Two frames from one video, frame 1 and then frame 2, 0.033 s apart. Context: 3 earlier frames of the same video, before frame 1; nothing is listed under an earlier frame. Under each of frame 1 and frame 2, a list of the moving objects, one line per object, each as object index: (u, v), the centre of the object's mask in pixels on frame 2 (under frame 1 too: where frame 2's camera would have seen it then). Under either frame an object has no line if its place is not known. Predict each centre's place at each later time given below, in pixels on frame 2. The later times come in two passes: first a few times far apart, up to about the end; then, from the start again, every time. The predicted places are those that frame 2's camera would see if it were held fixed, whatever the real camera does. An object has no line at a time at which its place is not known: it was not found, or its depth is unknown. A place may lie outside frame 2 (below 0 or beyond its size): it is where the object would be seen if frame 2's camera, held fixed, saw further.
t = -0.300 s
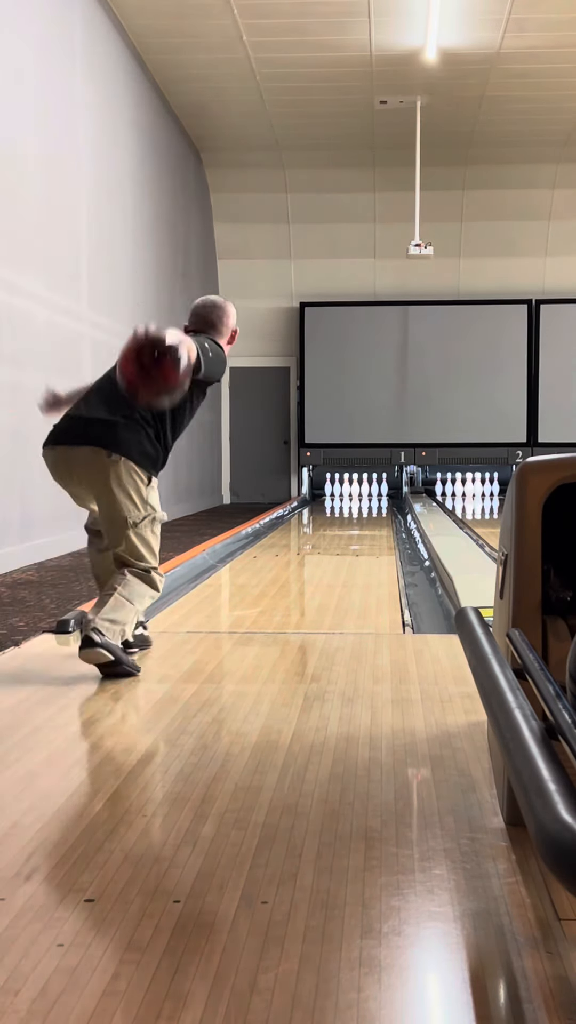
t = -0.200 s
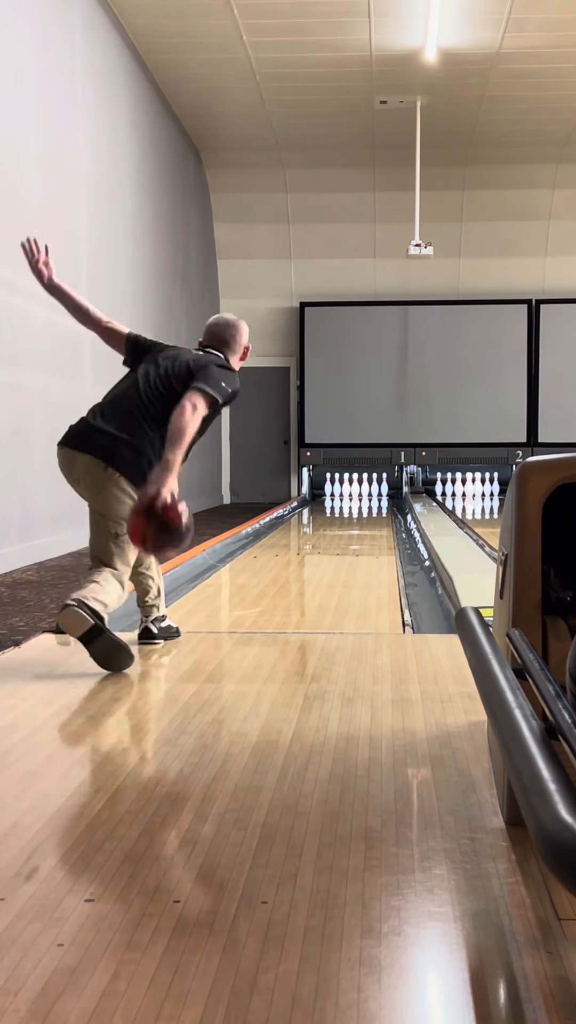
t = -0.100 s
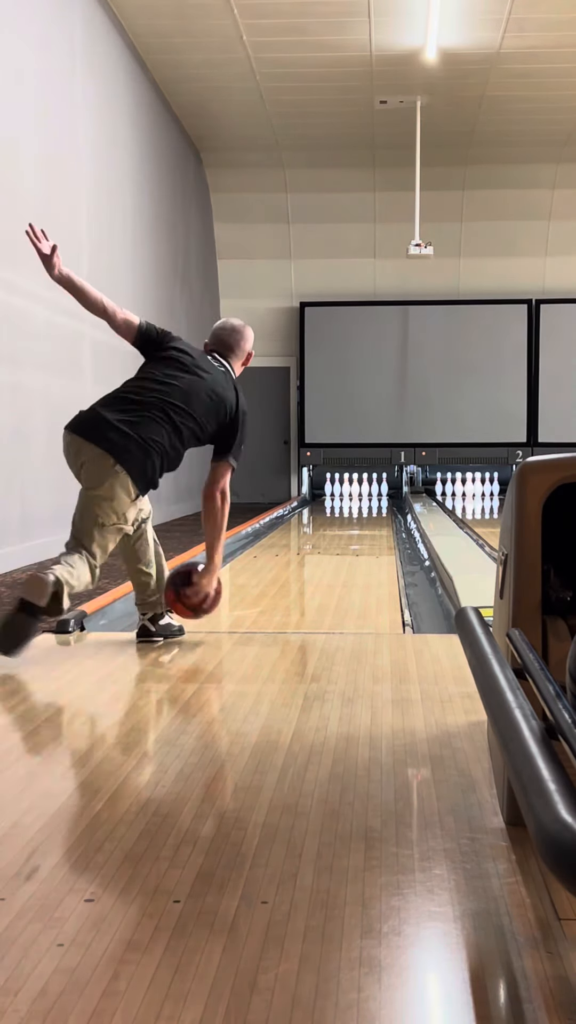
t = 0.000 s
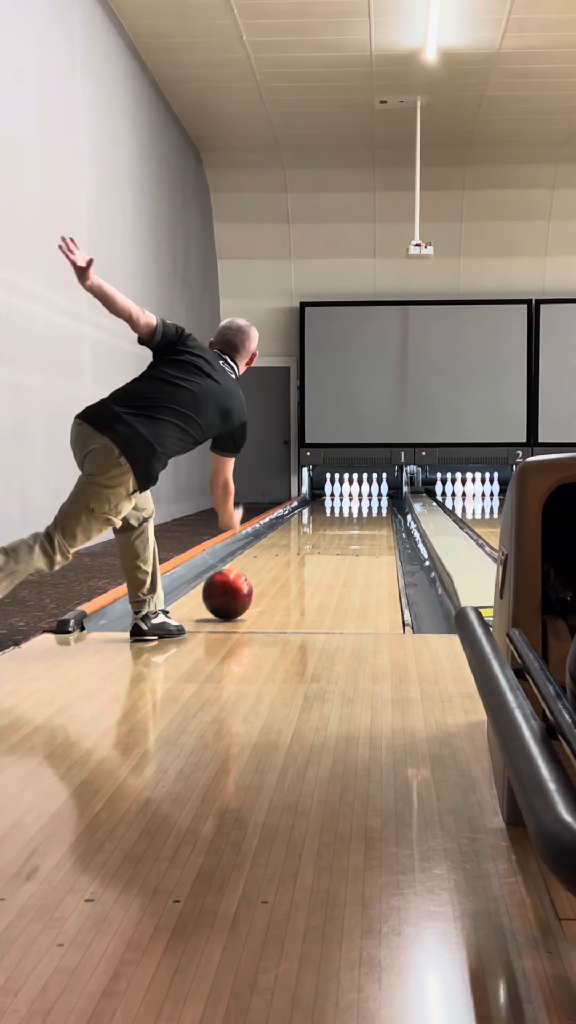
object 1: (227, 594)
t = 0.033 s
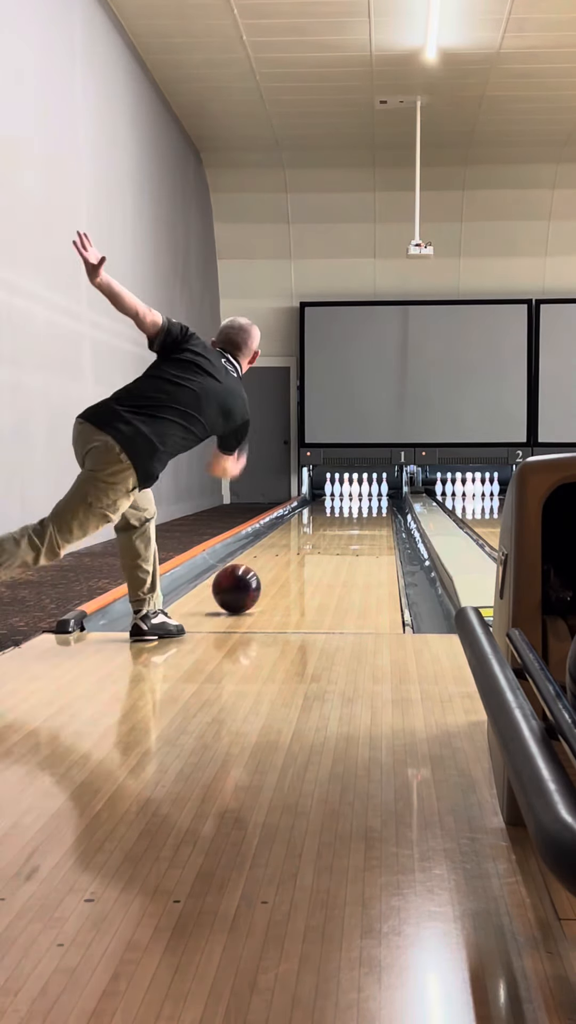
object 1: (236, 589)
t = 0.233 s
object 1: (278, 564)
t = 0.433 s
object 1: (307, 546)
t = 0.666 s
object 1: (331, 533)
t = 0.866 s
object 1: (345, 523)
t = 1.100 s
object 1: (357, 515)
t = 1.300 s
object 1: (366, 509)
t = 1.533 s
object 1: (372, 503)
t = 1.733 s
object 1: (375, 500)
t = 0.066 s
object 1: (245, 584)
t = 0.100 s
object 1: (252, 579)
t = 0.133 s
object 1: (260, 575)
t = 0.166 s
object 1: (266, 571)
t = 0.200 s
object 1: (272, 567)
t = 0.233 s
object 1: (278, 564)
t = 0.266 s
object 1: (284, 560)
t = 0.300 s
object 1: (289, 557)
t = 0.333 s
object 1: (294, 554)
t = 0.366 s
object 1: (298, 551)
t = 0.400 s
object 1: (303, 549)
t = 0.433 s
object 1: (307, 546)
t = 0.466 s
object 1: (311, 543)
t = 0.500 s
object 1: (314, 541)
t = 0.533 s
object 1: (318, 539)
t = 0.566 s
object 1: (321, 537)
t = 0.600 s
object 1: (325, 535)
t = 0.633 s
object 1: (327, 534)
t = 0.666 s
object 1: (331, 533)
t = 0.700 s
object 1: (333, 531)
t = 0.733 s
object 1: (336, 529)
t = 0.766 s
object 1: (338, 528)
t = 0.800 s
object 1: (341, 526)
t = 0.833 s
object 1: (343, 525)
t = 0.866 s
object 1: (345, 523)
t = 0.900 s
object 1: (347, 522)
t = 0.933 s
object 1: (349, 521)
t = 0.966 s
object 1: (351, 519)
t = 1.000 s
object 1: (353, 518)
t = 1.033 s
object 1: (355, 517)
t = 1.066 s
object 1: (356, 516)
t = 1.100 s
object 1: (357, 515)
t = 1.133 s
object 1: (358, 514)
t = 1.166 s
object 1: (360, 512)
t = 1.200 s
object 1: (361, 511)
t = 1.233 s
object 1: (363, 511)
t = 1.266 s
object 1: (364, 510)
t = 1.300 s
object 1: (366, 509)
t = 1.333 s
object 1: (367, 507)
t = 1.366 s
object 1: (368, 507)
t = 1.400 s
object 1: (369, 506)
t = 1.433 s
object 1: (369, 505)
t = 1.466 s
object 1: (370, 505)
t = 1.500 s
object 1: (371, 504)
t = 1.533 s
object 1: (372, 503)
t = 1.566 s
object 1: (373, 503)
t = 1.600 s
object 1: (373, 502)
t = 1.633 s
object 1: (374, 501)
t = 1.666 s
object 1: (374, 501)
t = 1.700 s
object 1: (375, 500)
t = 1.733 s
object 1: (375, 500)
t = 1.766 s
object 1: (375, 499)
